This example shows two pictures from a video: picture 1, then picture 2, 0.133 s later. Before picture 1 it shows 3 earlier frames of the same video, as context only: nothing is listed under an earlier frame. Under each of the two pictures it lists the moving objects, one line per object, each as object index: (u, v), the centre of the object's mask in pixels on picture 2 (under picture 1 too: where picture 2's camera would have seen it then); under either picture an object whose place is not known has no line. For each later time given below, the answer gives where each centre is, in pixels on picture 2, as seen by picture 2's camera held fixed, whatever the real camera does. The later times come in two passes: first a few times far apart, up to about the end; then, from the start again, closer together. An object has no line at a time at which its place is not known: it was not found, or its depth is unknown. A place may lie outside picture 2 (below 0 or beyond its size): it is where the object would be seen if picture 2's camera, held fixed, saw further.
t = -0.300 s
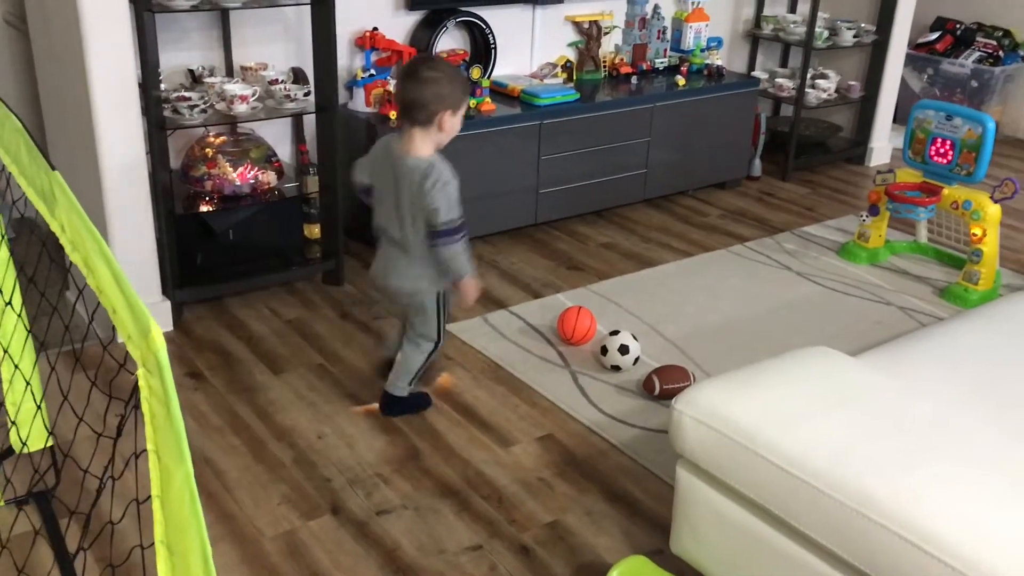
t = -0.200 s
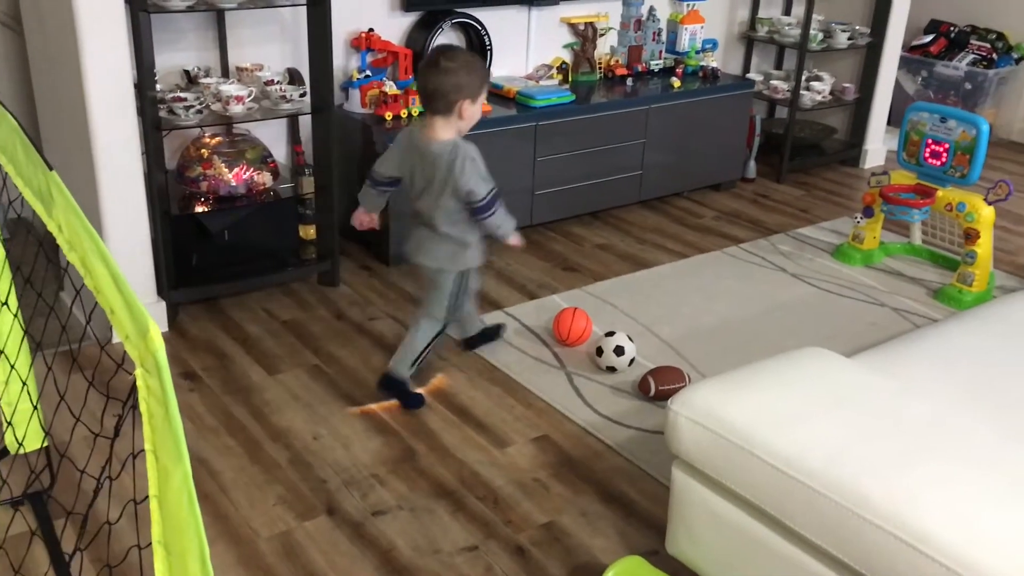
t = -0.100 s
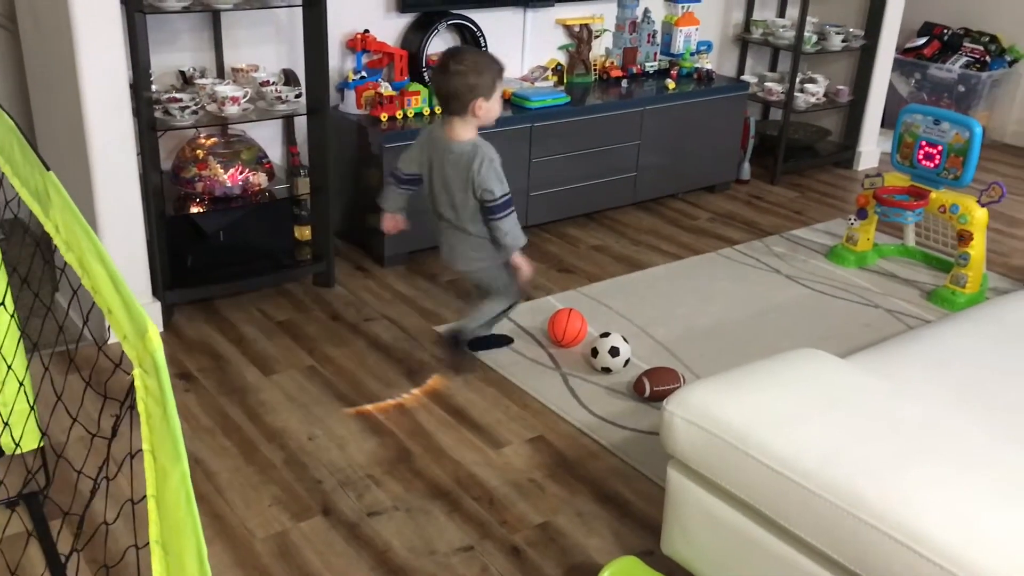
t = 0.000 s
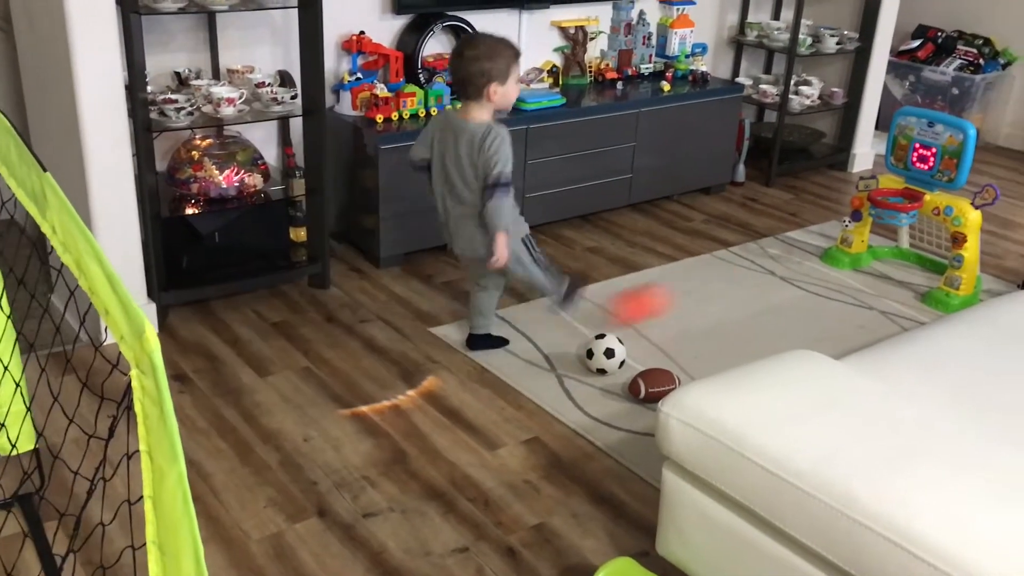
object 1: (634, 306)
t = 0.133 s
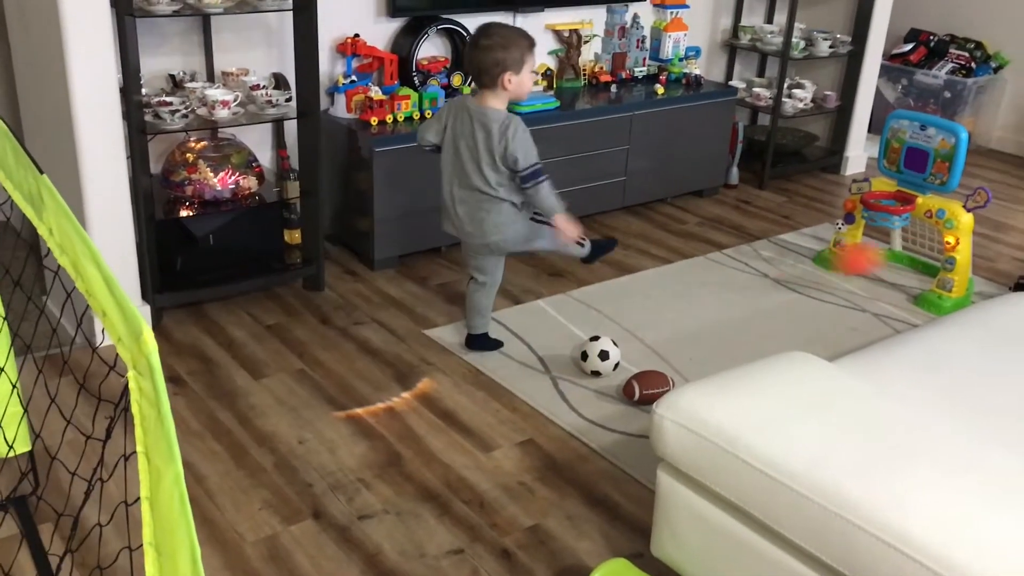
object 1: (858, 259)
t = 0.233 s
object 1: (923, 267)
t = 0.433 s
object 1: (932, 258)
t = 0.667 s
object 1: (919, 272)
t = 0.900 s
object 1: (874, 278)
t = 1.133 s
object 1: (836, 279)
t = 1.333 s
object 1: (807, 279)
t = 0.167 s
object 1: (904, 256)
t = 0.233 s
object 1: (923, 267)
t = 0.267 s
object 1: (900, 247)
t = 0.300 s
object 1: (878, 232)
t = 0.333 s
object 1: (890, 233)
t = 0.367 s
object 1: (909, 236)
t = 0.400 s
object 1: (925, 246)
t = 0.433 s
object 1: (932, 258)
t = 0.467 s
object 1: (934, 273)
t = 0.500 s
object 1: (935, 291)
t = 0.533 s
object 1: (933, 306)
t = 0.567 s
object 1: (931, 296)
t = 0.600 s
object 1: (927, 285)
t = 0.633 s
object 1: (923, 277)
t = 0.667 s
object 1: (919, 272)
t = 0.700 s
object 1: (913, 270)
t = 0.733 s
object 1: (906, 270)
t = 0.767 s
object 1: (900, 273)
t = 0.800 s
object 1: (892, 279)
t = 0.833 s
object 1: (882, 290)
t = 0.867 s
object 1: (878, 287)
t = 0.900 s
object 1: (874, 278)
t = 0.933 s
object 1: (870, 272)
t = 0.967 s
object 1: (865, 269)
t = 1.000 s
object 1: (859, 269)
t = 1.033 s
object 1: (853, 272)
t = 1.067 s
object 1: (846, 278)
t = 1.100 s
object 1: (839, 286)
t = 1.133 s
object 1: (836, 279)
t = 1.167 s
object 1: (832, 273)
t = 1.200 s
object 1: (828, 271)
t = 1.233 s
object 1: (823, 270)
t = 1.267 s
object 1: (818, 273)
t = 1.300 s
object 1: (812, 280)
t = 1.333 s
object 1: (807, 279)
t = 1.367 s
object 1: (804, 274)
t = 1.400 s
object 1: (800, 271)
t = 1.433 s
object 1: (795, 271)
